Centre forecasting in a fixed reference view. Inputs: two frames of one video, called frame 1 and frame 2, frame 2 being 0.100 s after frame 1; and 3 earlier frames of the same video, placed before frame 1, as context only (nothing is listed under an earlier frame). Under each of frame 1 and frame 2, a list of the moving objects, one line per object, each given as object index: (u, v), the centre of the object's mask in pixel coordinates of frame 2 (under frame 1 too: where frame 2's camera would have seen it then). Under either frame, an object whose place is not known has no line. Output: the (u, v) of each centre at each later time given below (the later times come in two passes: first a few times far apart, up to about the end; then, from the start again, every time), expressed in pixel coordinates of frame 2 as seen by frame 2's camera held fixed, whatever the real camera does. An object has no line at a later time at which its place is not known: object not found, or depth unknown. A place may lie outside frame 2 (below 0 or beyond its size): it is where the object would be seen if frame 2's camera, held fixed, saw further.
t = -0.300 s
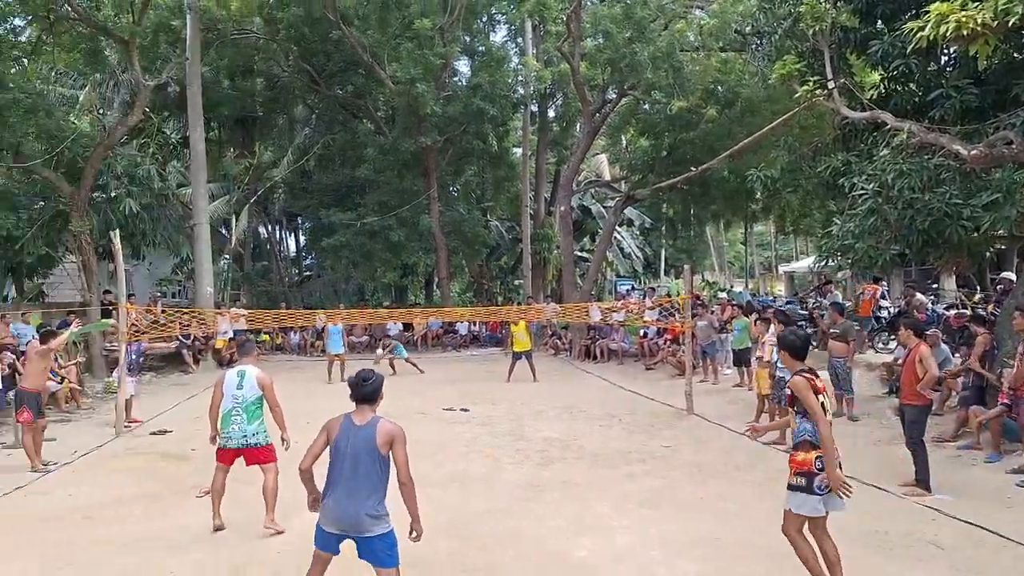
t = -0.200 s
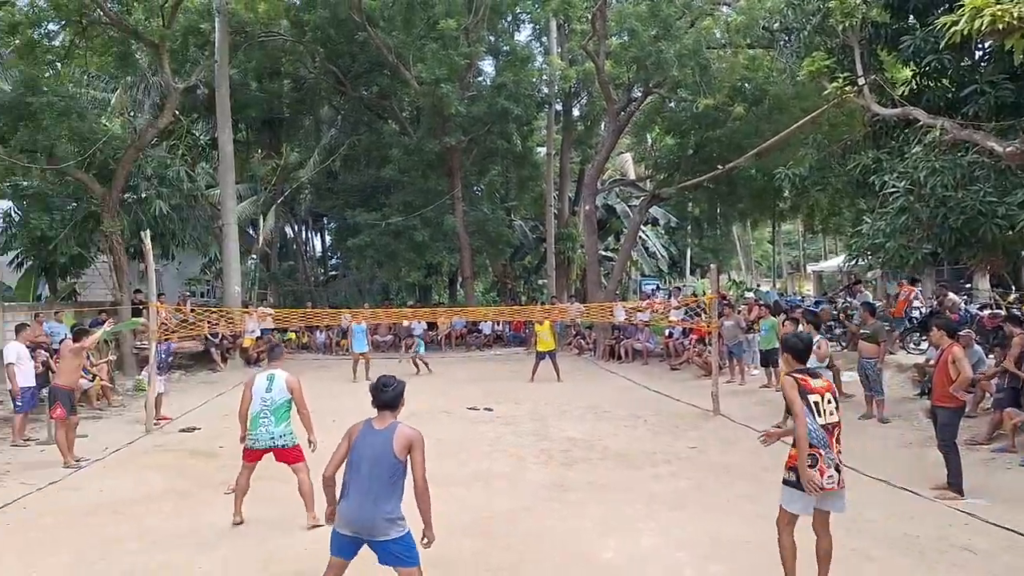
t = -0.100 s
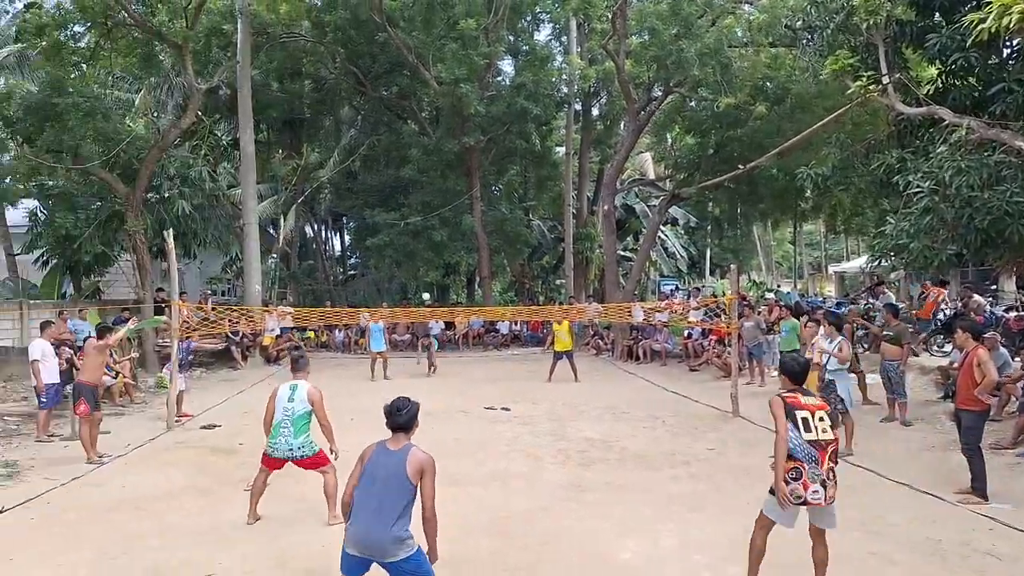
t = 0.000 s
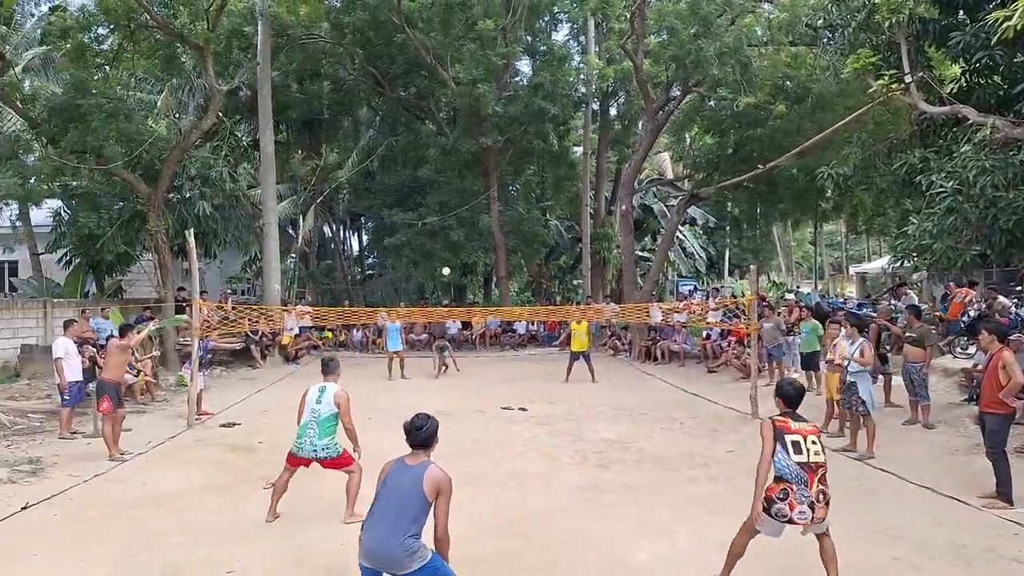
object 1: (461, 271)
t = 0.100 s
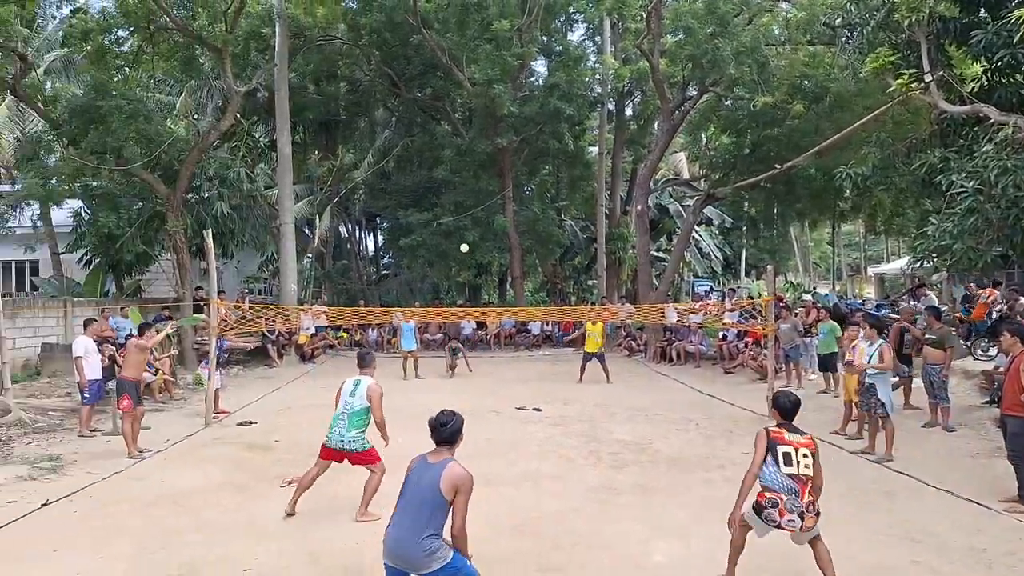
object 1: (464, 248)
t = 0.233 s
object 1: (468, 220)
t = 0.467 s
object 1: (480, 185)
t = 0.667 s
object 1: (495, 177)
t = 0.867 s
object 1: (519, 206)
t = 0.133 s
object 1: (465, 240)
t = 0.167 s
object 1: (466, 233)
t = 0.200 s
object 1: (467, 226)
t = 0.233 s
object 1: (468, 220)
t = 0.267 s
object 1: (469, 213)
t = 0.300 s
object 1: (471, 208)
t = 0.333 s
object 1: (473, 203)
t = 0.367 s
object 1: (474, 197)
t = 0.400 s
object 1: (476, 193)
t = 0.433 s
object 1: (478, 189)
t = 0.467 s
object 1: (480, 185)
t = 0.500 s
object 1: (482, 182)
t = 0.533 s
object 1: (484, 179)
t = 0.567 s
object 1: (487, 178)
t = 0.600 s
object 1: (489, 177)
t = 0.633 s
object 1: (492, 176)
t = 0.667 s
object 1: (495, 177)
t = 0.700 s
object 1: (498, 179)
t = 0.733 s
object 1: (501, 181)
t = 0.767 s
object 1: (505, 185)
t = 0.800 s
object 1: (509, 191)
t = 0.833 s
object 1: (514, 197)
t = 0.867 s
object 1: (519, 206)
